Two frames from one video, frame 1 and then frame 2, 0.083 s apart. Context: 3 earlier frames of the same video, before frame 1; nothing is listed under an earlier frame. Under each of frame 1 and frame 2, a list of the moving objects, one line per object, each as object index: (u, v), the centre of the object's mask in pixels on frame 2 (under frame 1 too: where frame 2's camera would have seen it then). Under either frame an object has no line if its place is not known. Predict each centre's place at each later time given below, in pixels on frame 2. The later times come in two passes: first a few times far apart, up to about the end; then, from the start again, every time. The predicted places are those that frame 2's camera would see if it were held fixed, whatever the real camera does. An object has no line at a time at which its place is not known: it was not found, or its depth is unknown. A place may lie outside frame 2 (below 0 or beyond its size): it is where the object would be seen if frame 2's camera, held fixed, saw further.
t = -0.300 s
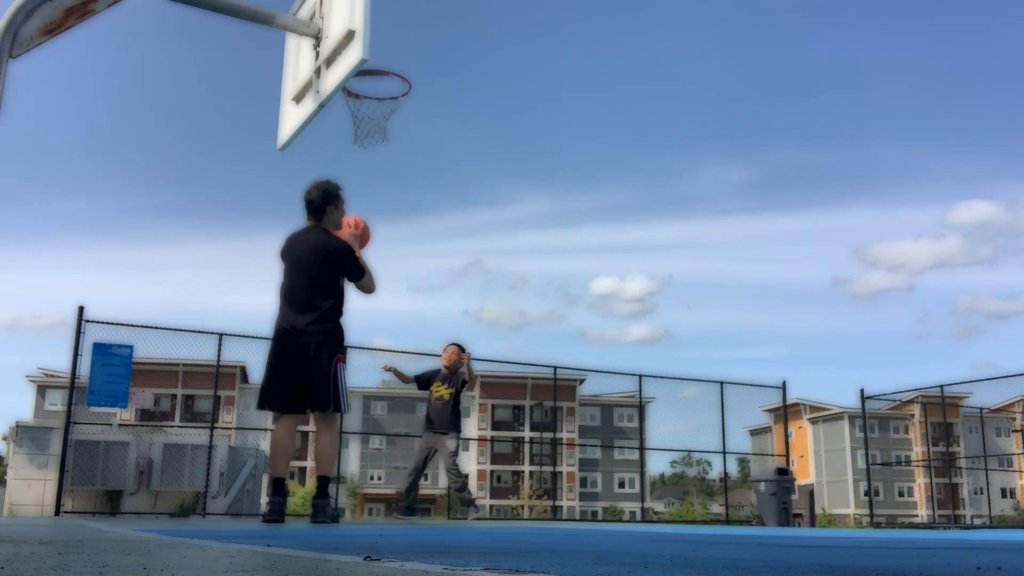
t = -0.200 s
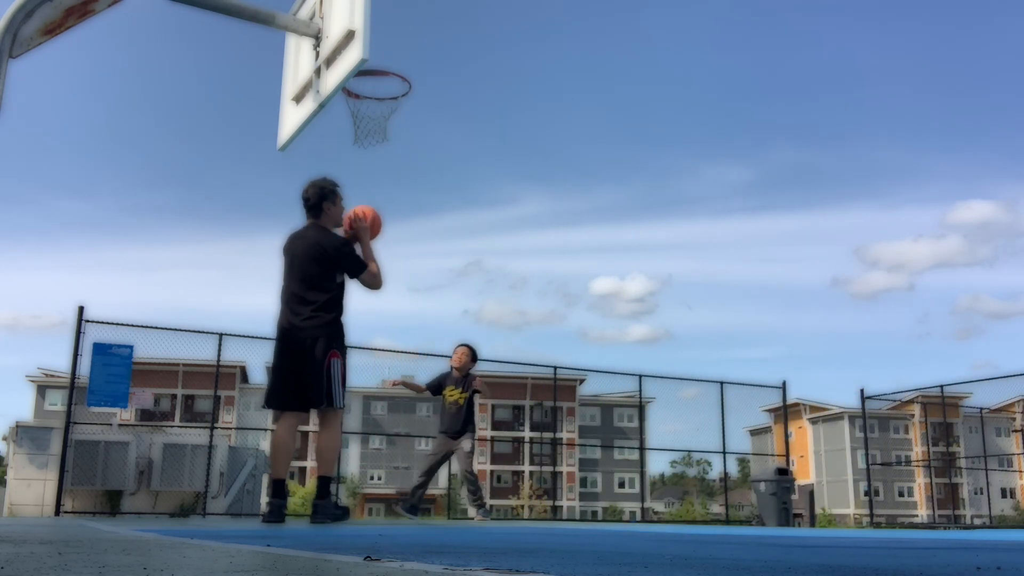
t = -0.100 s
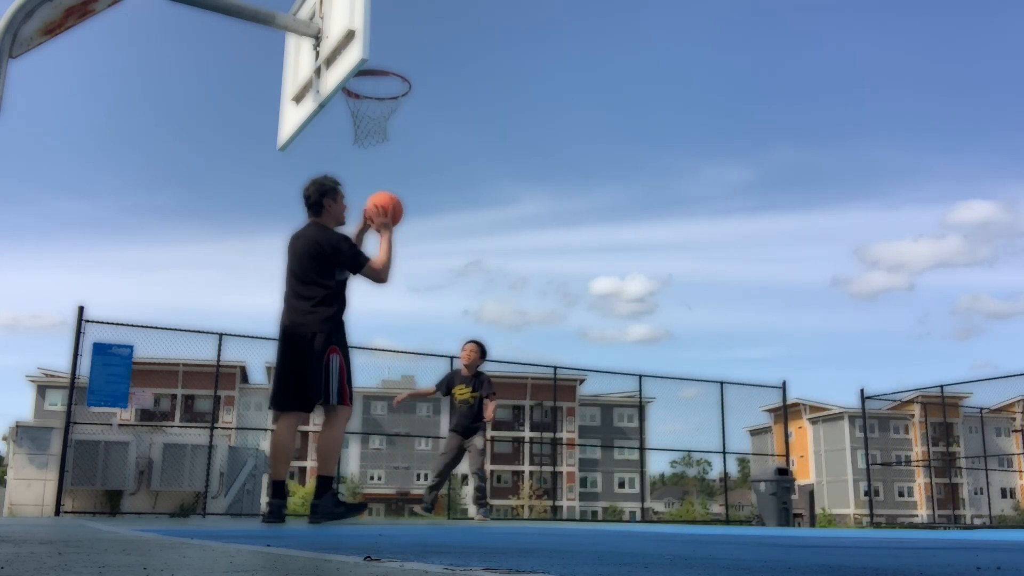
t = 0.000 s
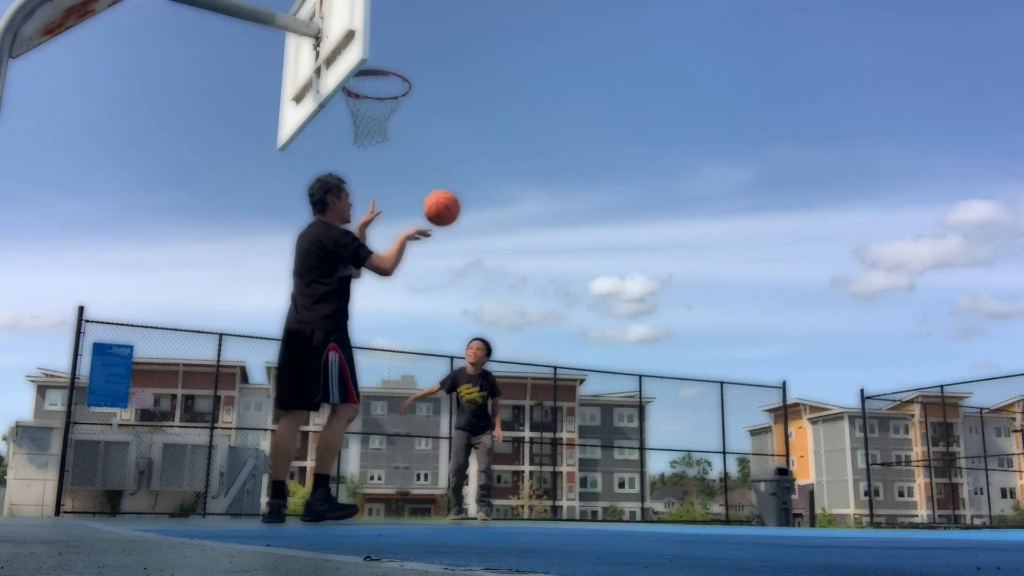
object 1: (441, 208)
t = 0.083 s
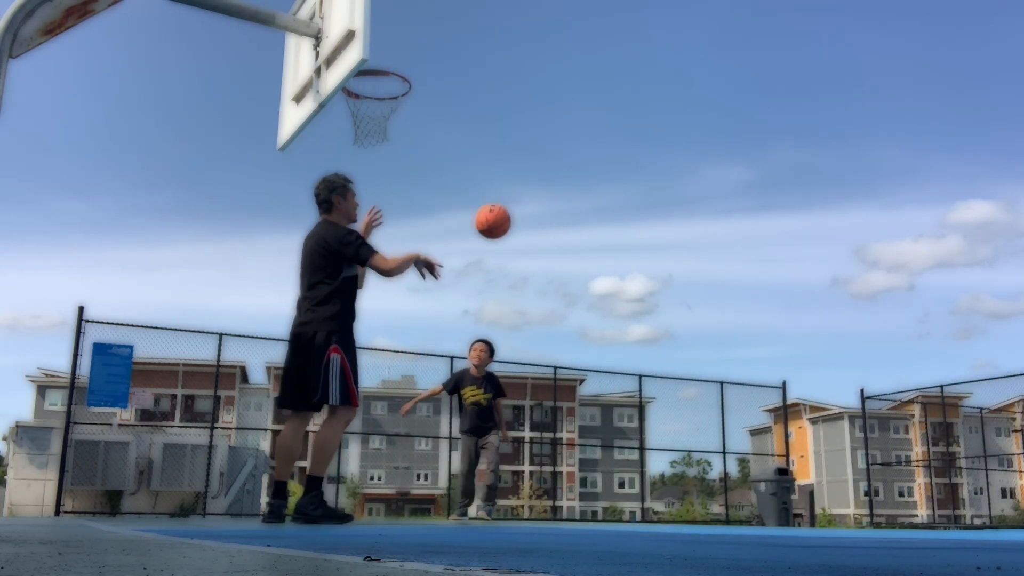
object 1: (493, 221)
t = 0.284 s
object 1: (606, 293)
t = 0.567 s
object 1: (752, 485)
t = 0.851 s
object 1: (825, 378)
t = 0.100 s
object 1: (503, 225)
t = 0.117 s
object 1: (513, 230)
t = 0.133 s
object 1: (522, 234)
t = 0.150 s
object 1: (532, 239)
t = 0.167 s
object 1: (542, 245)
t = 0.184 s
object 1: (551, 250)
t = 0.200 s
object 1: (560, 257)
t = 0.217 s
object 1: (570, 263)
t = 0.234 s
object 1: (579, 270)
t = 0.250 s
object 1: (588, 277)
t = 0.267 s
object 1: (597, 285)
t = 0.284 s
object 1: (606, 293)
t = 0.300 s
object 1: (615, 302)
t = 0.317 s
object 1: (624, 310)
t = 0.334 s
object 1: (632, 319)
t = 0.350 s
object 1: (641, 329)
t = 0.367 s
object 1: (650, 338)
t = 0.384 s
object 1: (659, 348)
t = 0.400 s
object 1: (667, 359)
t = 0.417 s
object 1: (676, 370)
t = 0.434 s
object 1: (685, 381)
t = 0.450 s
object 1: (693, 393)
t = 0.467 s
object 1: (701, 405)
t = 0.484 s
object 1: (710, 417)
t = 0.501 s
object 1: (718, 430)
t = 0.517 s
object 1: (727, 443)
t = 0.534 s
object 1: (736, 456)
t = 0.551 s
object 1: (744, 470)
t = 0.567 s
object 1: (752, 485)
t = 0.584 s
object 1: (760, 499)
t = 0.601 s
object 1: (768, 511)
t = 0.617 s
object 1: (771, 501)
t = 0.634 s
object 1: (776, 489)
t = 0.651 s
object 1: (779, 478)
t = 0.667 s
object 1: (784, 467)
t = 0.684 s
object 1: (787, 456)
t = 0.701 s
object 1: (791, 446)
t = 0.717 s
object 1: (794, 436)
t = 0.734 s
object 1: (798, 427)
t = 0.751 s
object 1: (802, 419)
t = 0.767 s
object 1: (806, 411)
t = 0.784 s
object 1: (810, 403)
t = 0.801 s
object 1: (814, 396)
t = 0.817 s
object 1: (818, 390)
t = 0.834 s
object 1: (821, 384)
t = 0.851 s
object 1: (825, 378)
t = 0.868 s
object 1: (829, 373)
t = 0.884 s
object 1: (833, 368)
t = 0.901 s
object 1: (836, 364)
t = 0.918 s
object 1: (840, 359)
